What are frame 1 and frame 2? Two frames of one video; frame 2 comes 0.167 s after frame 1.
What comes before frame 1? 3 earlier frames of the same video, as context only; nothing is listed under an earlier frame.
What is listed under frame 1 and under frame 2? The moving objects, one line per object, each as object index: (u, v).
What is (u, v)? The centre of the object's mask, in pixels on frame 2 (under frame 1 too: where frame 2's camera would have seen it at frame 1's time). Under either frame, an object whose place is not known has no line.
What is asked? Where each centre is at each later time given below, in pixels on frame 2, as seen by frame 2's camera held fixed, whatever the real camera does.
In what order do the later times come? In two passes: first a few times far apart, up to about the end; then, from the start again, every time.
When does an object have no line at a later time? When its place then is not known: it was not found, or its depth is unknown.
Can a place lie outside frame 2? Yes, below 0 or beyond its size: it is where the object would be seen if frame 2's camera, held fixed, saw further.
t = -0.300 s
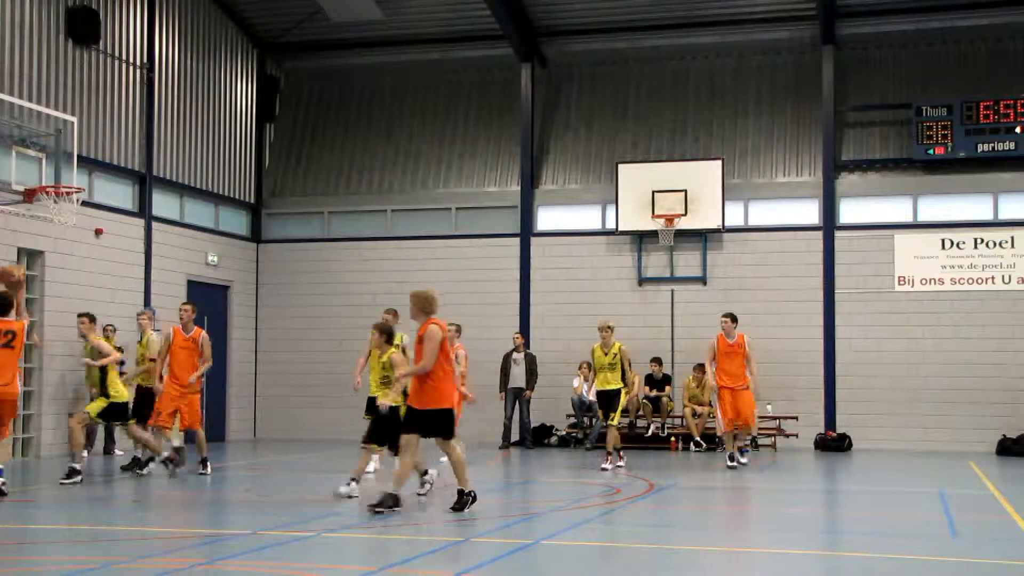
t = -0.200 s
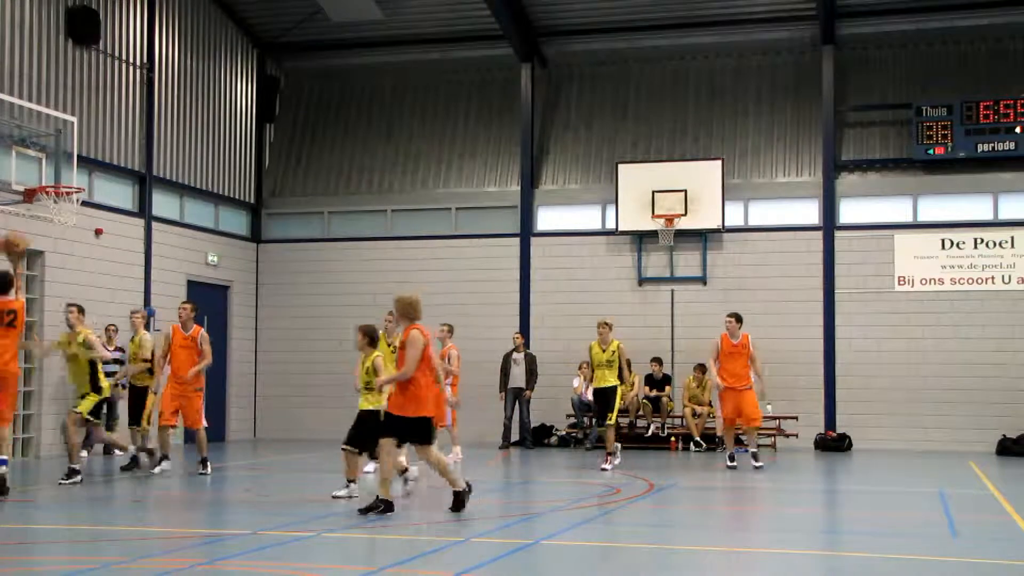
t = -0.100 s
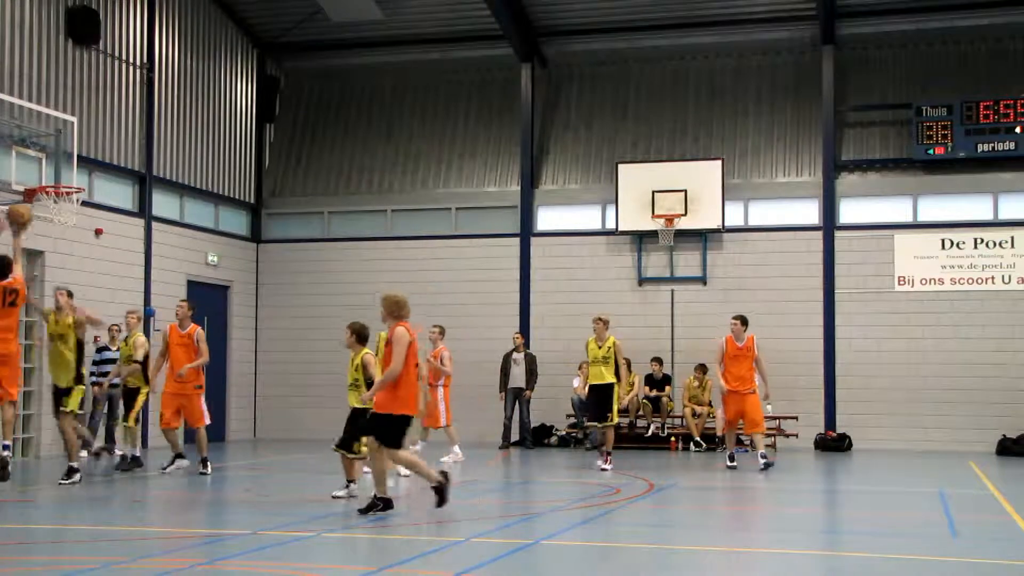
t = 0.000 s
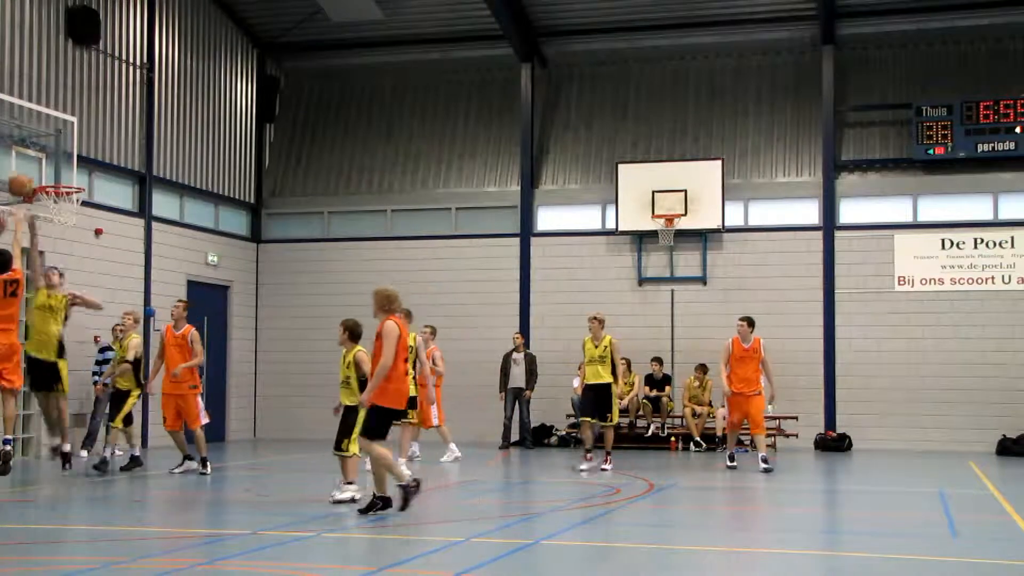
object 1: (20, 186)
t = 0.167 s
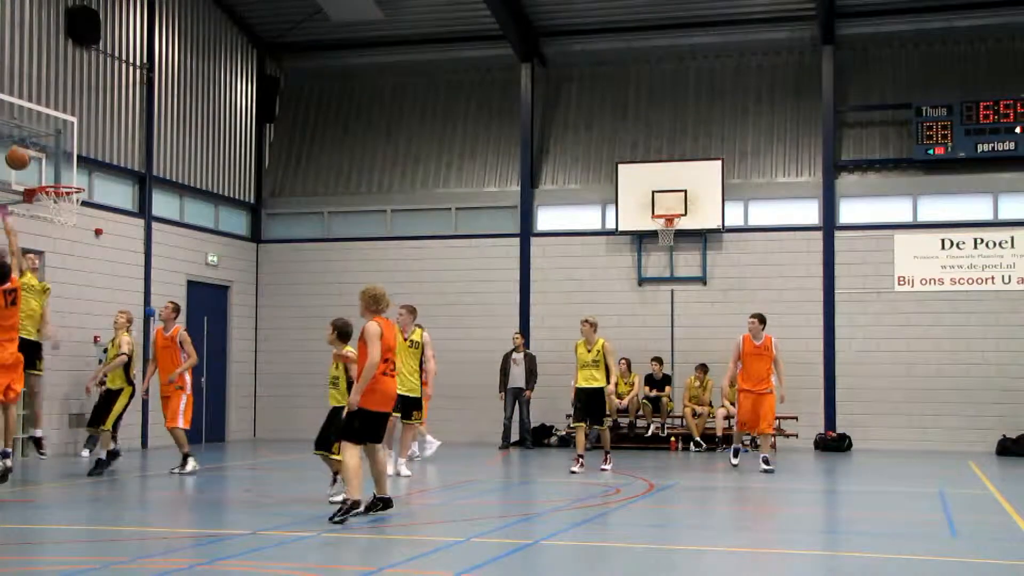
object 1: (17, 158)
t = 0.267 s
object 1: (17, 156)
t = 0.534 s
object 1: (70, 186)
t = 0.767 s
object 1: (52, 222)
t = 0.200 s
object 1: (18, 157)
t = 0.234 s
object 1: (17, 156)
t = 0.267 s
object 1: (17, 156)
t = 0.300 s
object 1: (18, 156)
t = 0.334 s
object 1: (25, 158)
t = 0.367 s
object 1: (34, 163)
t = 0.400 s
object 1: (42, 166)
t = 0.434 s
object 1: (50, 171)
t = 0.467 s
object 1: (58, 176)
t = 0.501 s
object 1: (66, 182)
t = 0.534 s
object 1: (70, 186)
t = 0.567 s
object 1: (68, 201)
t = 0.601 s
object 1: (63, 203)
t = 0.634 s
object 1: (59, 209)
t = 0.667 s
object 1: (56, 214)
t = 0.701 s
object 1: (55, 215)
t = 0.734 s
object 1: (54, 216)
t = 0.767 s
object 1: (52, 222)
